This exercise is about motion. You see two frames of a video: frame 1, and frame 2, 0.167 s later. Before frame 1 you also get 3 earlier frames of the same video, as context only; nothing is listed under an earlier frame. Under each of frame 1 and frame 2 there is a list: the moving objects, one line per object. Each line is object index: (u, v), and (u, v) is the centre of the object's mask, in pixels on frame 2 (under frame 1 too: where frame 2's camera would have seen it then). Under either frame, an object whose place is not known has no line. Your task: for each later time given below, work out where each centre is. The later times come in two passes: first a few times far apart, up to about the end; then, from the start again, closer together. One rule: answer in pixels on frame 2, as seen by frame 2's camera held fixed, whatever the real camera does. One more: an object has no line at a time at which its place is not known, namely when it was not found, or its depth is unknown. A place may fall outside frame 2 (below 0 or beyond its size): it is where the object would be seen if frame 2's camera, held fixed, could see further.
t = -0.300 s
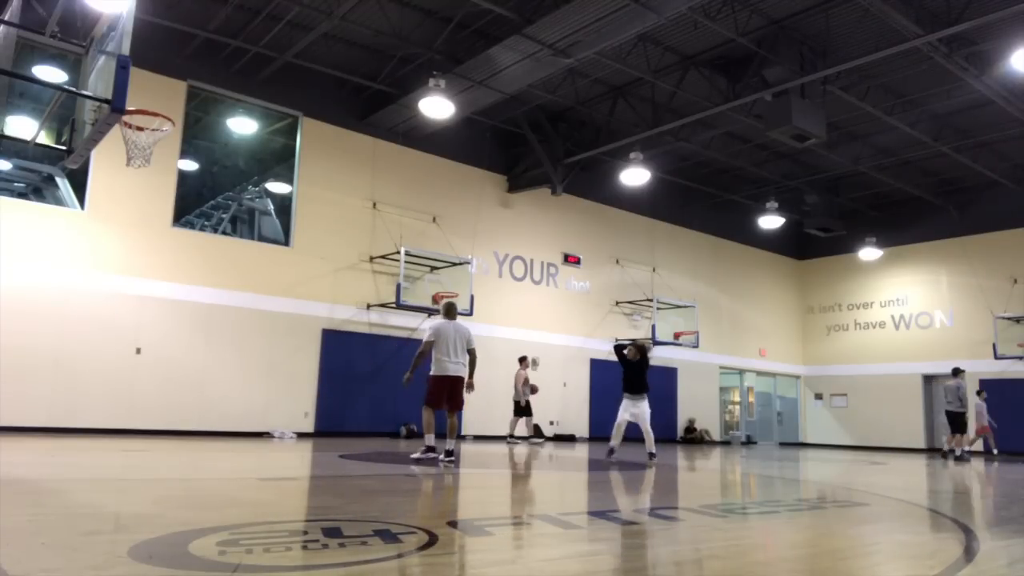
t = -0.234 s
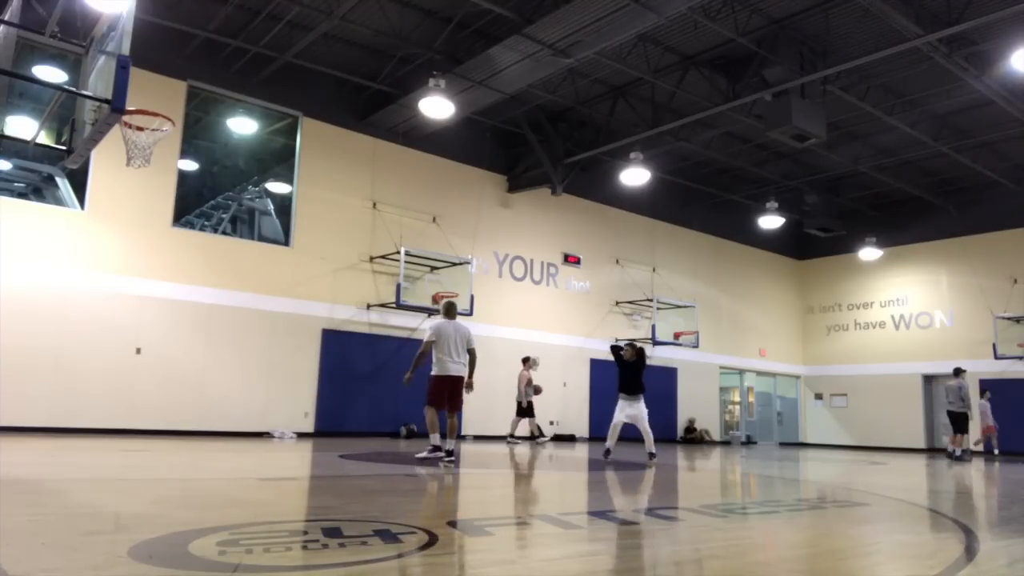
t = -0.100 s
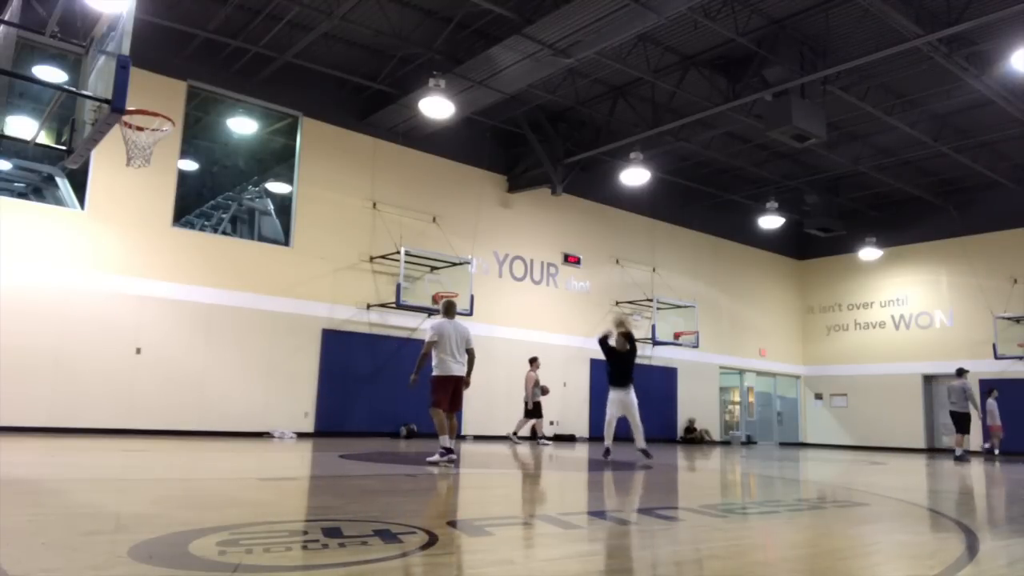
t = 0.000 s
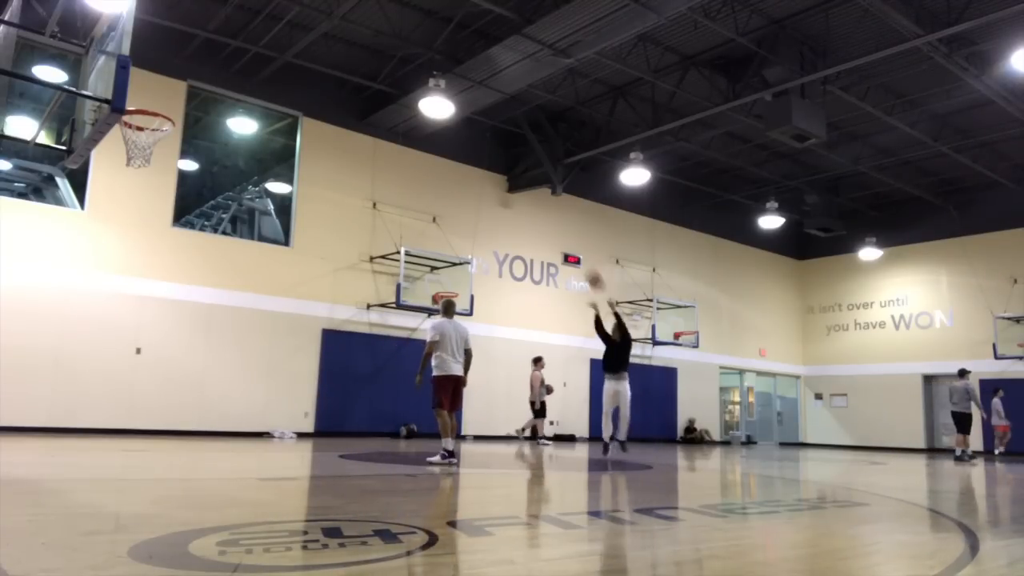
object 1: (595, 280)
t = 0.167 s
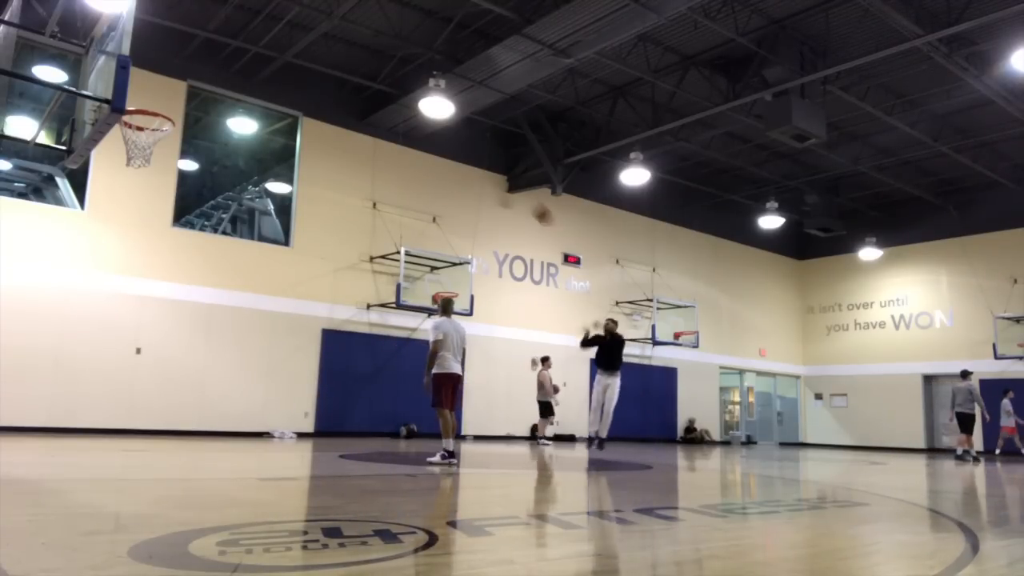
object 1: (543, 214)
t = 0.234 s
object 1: (518, 190)
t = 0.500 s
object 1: (419, 125)
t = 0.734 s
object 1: (308, 104)
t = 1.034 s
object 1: (211, 142)
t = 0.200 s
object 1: (531, 203)
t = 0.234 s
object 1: (518, 190)
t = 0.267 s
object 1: (510, 182)
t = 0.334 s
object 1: (484, 162)
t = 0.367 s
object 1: (472, 154)
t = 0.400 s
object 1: (459, 145)
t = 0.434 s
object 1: (446, 138)
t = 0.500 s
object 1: (419, 125)
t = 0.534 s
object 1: (403, 120)
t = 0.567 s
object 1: (389, 116)
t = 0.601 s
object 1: (373, 112)
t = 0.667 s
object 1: (341, 107)
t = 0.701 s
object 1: (324, 105)
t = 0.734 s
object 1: (308, 104)
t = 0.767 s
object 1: (290, 104)
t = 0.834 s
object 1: (255, 109)
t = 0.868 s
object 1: (229, 109)
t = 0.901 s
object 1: (208, 116)
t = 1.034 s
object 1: (211, 142)
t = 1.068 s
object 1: (228, 152)
